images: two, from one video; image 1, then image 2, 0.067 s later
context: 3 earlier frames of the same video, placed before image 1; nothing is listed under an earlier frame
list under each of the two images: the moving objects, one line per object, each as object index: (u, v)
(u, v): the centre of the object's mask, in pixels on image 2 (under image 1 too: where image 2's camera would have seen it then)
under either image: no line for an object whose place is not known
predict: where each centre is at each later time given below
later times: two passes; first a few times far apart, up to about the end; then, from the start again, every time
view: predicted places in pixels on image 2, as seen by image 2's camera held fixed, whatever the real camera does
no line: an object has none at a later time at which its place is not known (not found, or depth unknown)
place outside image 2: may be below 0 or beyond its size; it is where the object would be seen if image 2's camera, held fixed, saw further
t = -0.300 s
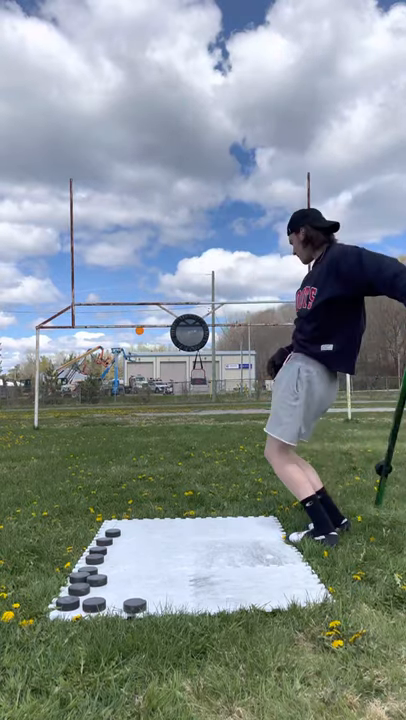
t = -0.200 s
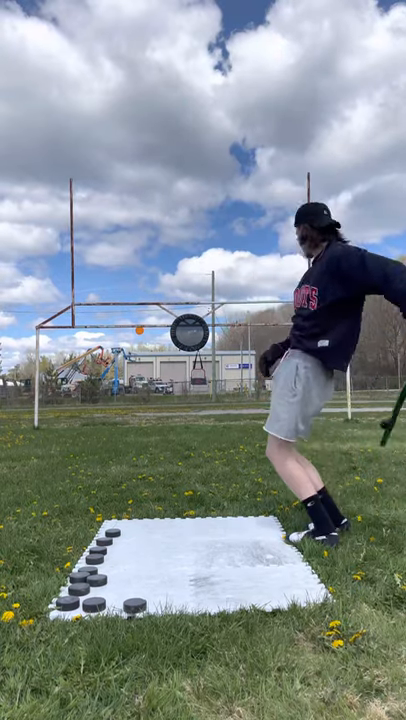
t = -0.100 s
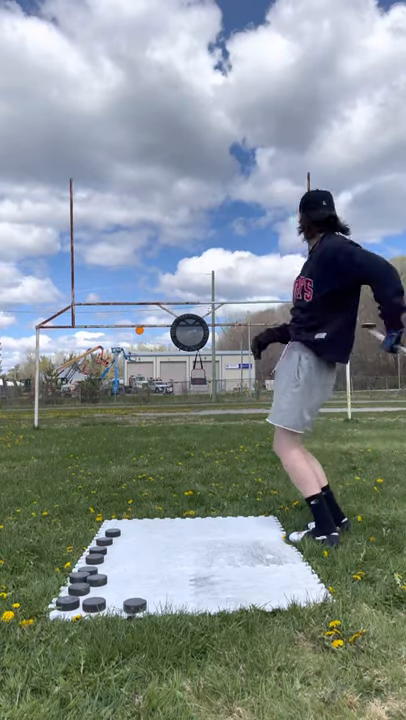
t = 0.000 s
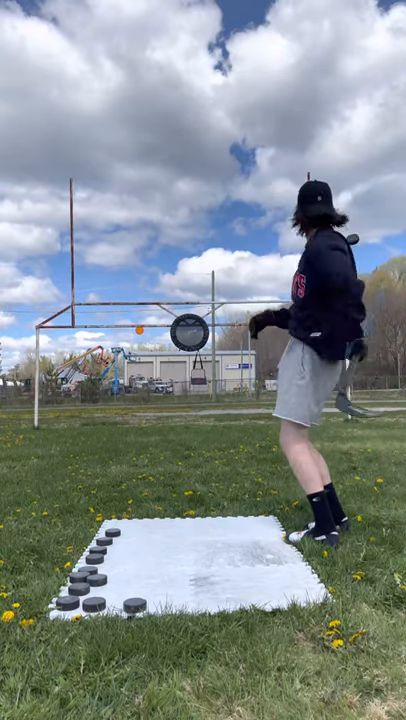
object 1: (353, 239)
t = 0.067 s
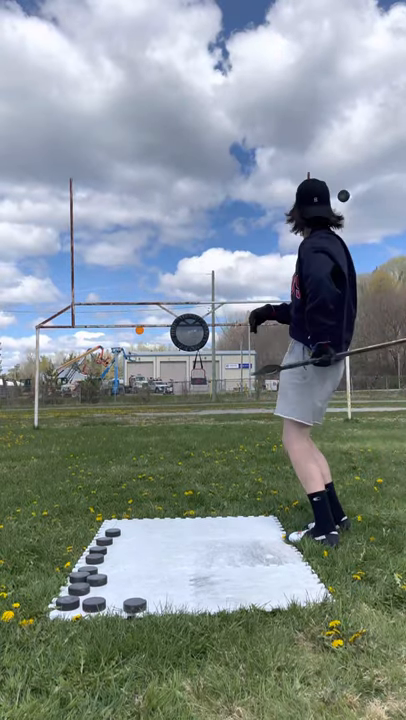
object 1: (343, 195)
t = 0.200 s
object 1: (327, 137)
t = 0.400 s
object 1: (308, 106)
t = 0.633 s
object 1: (290, 134)
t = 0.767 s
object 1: (282, 175)
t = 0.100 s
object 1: (339, 177)
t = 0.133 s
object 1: (335, 161)
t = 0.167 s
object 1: (331, 148)
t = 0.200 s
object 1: (327, 137)
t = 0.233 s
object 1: (324, 128)
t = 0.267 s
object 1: (320, 120)
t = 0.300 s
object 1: (317, 114)
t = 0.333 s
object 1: (313, 110)
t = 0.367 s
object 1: (311, 107)
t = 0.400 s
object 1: (308, 106)
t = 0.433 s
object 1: (305, 106)
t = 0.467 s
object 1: (302, 108)
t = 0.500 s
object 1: (300, 110)
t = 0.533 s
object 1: (297, 114)
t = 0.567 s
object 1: (295, 120)
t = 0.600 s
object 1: (292, 126)
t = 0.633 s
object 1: (290, 134)
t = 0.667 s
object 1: (288, 143)
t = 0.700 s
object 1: (286, 152)
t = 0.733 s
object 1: (284, 163)
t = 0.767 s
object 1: (282, 175)
